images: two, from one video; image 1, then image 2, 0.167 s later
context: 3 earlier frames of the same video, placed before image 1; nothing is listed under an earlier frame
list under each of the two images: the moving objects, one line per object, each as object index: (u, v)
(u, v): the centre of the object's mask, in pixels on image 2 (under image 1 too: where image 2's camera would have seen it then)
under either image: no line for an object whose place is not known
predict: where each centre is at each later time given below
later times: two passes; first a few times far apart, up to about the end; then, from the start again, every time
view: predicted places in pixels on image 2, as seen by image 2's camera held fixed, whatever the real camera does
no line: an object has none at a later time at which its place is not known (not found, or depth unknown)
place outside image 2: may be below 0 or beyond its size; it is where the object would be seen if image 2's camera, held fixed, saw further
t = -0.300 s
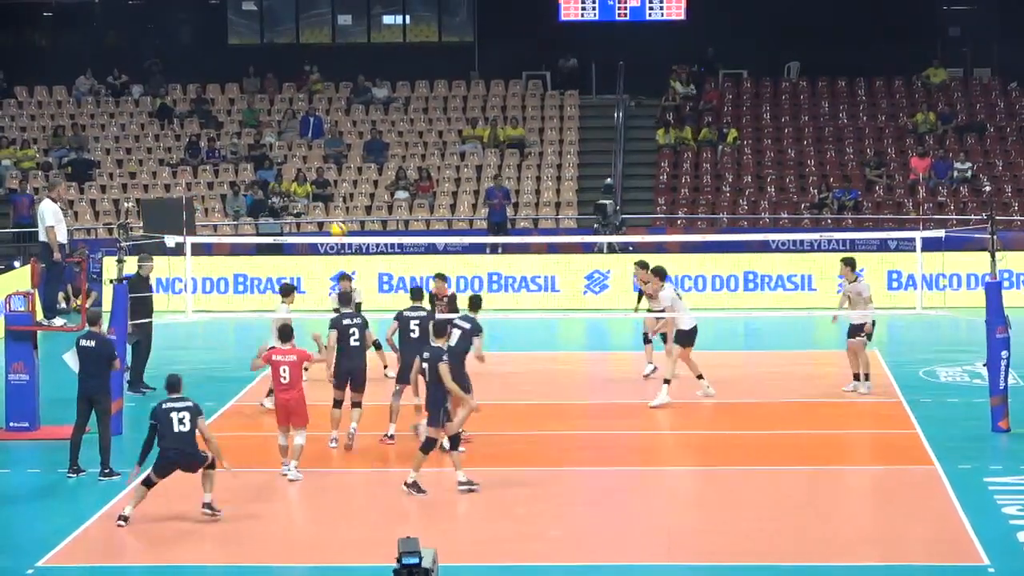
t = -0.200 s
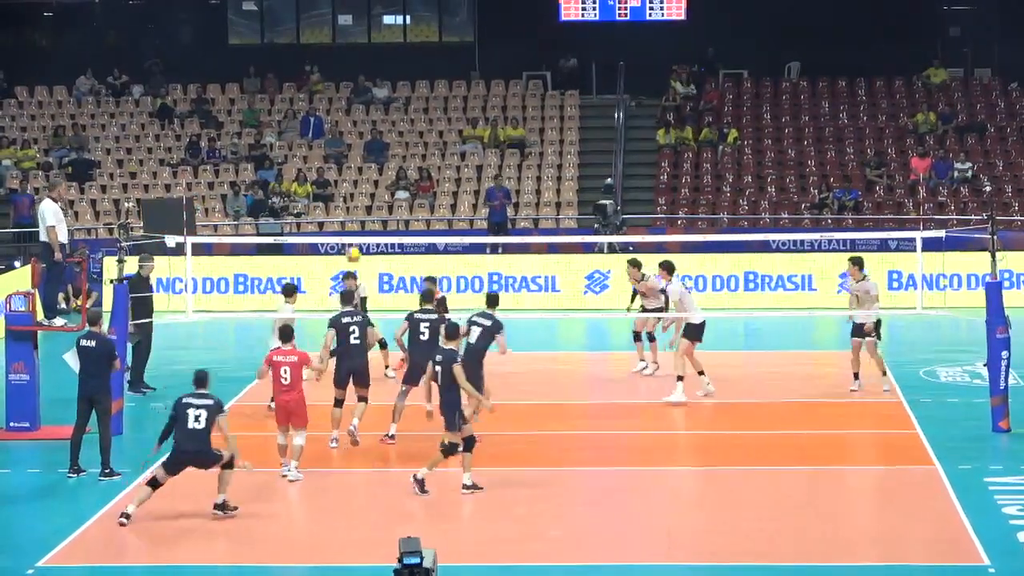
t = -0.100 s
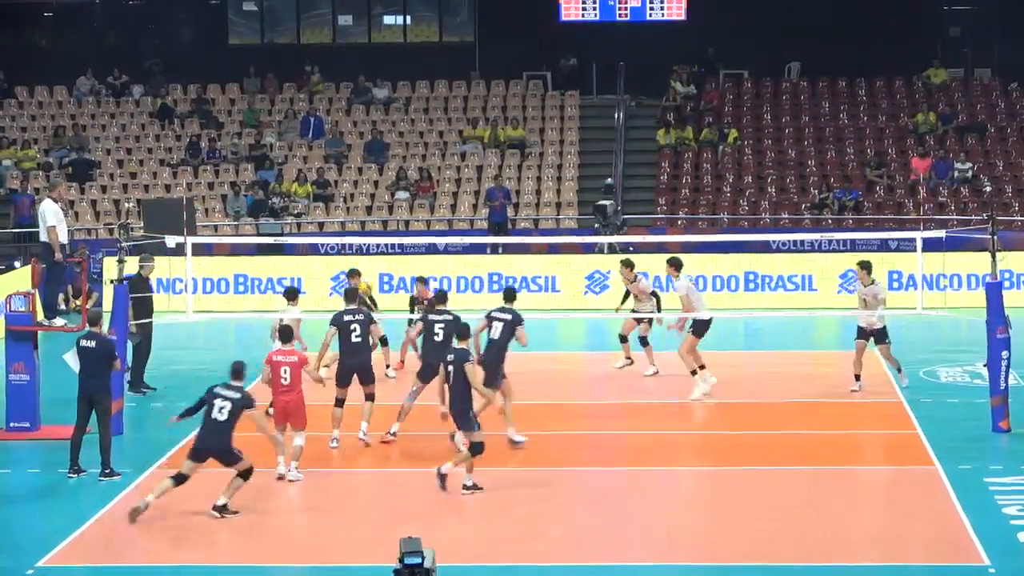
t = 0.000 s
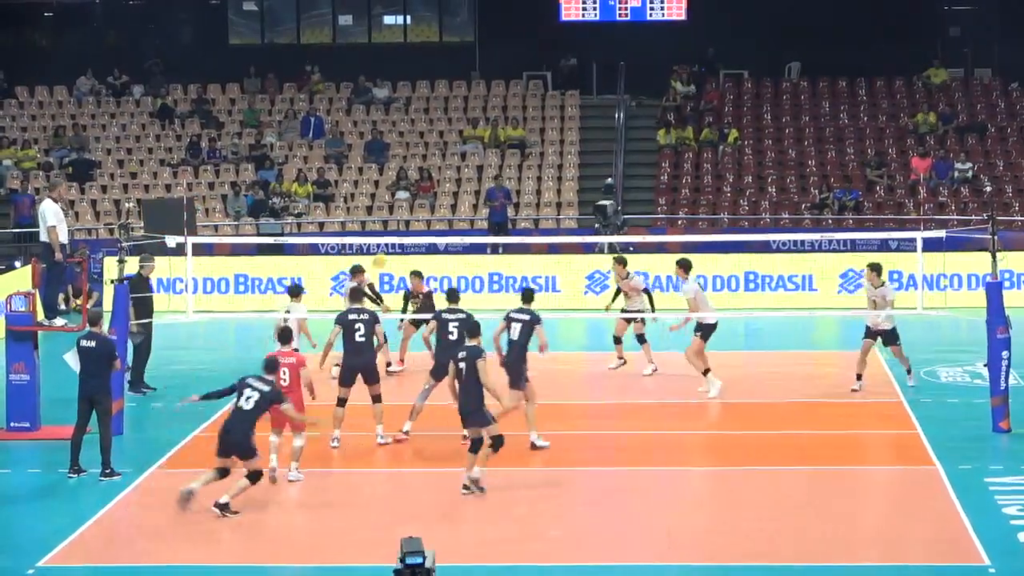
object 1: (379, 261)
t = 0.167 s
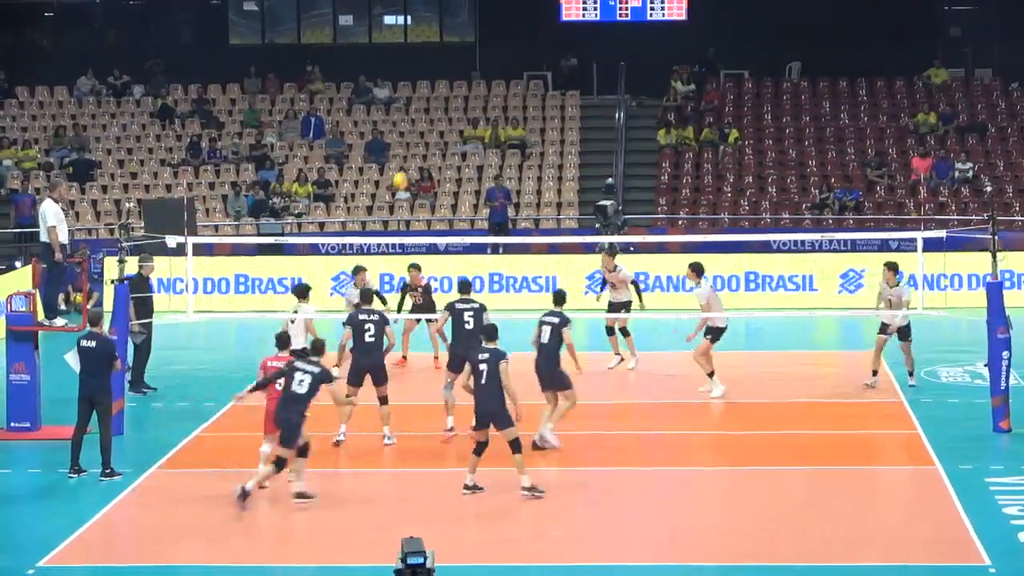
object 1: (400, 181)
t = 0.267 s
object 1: (414, 142)
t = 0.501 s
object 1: (446, 76)
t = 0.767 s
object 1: (483, 47)
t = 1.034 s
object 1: (523, 68)
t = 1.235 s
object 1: (553, 119)
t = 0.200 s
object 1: (405, 167)
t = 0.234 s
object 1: (409, 154)
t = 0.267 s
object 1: (414, 142)
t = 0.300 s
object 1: (418, 130)
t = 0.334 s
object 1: (423, 119)
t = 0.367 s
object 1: (427, 109)
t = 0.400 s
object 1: (432, 100)
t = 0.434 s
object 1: (437, 90)
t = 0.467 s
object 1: (441, 83)
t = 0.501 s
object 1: (446, 76)
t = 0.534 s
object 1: (450, 70)
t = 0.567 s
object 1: (455, 64)
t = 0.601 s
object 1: (460, 59)
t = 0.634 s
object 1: (464, 55)
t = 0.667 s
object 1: (469, 52)
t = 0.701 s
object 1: (474, 49)
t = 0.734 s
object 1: (478, 48)
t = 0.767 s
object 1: (483, 47)
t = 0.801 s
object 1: (488, 46)
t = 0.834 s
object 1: (493, 47)
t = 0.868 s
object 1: (498, 49)
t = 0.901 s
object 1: (503, 51)
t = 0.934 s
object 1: (507, 54)
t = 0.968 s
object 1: (513, 57)
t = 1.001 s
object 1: (518, 62)
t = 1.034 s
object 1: (523, 68)
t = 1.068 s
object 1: (528, 74)
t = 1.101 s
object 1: (532, 81)
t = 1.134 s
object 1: (537, 89)
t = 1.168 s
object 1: (543, 97)
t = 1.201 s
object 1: (548, 107)
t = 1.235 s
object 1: (553, 119)
